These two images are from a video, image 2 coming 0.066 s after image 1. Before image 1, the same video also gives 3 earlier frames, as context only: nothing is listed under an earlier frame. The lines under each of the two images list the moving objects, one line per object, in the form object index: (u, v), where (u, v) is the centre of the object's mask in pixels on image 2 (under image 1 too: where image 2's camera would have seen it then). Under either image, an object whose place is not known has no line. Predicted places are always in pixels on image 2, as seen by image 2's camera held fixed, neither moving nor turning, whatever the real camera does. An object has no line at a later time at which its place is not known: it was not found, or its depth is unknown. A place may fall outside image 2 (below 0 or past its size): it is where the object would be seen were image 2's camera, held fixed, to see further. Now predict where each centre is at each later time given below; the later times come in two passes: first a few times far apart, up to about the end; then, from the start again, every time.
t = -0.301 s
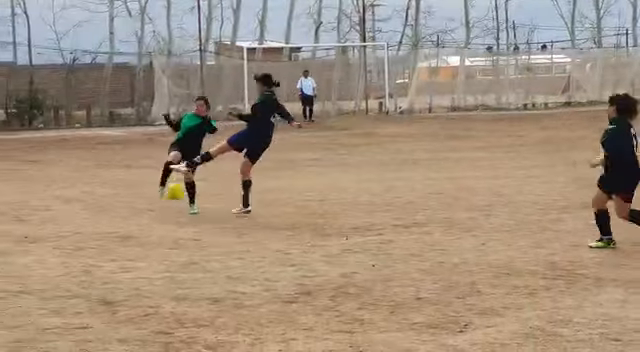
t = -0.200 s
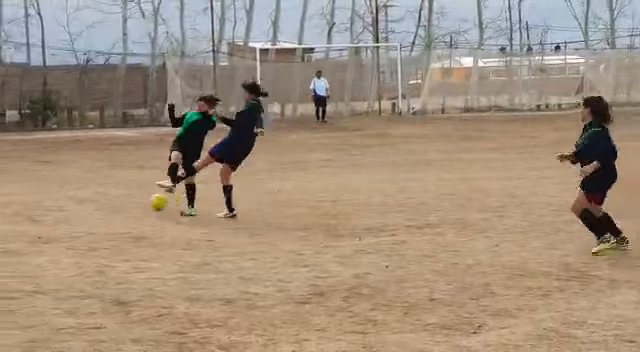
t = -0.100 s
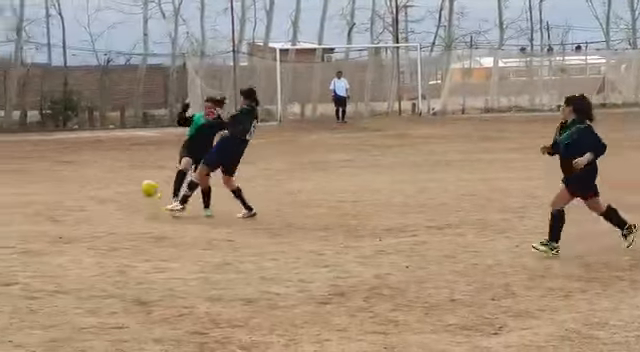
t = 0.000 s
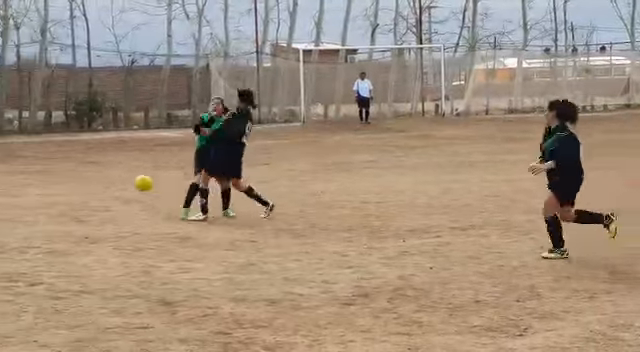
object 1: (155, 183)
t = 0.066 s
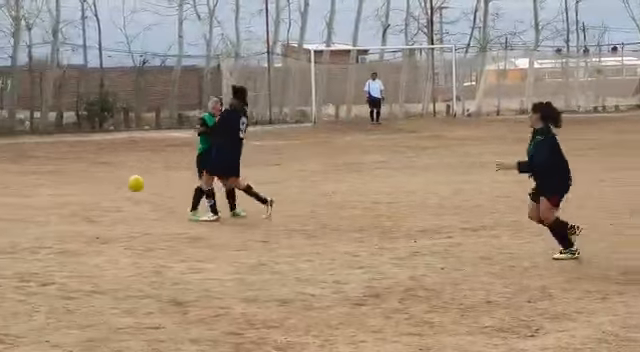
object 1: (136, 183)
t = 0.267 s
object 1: (81, 205)
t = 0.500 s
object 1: (20, 194)
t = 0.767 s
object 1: (-45, 197)
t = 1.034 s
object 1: (-106, 199)
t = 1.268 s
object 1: (-156, 199)
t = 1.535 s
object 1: (-208, 197)
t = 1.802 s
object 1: (-254, 194)
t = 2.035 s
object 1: (-295, 193)
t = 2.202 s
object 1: (-319, 191)
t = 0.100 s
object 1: (126, 184)
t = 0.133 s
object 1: (117, 187)
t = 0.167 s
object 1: (108, 190)
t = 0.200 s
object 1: (99, 194)
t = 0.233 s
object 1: (90, 199)
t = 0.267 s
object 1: (81, 205)
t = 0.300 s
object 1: (72, 202)
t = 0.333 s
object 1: (63, 198)
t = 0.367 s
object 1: (54, 196)
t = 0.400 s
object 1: (45, 194)
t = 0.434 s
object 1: (37, 193)
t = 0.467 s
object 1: (28, 193)
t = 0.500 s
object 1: (20, 194)
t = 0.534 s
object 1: (11, 195)
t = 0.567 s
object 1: (3, 198)
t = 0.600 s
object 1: (-4, 201)
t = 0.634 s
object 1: (-13, 202)
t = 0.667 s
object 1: (-21, 200)
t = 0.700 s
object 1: (-29, 198)
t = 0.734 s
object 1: (-38, 197)
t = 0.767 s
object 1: (-45, 197)
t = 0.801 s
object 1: (-53, 199)
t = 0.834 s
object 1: (-61, 200)
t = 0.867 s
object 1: (-68, 202)
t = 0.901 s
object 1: (-77, 200)
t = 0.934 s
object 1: (-84, 198)
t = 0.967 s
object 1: (-91, 198)
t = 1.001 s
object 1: (-99, 198)
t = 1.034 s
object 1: (-106, 199)
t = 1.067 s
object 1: (-114, 201)
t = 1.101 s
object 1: (-121, 200)
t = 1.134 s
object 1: (-128, 200)
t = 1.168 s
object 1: (-134, 200)
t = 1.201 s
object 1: (-142, 200)
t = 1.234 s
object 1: (-149, 199)
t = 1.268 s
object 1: (-156, 199)
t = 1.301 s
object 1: (-163, 199)
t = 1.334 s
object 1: (-169, 198)
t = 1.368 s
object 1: (-176, 198)
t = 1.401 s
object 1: (-183, 198)
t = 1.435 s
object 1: (-190, 198)
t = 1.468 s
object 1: (-196, 198)
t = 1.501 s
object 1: (-202, 198)
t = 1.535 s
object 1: (-208, 197)
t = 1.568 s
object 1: (-215, 197)
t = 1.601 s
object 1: (-221, 197)
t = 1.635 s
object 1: (-227, 194)
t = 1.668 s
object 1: (-232, 194)
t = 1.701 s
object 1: (-238, 194)
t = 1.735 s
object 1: (-243, 194)
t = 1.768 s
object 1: (-248, 196)
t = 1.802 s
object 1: (-254, 194)
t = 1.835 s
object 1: (-258, 193)
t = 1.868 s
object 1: (-265, 193)
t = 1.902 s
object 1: (-272, 194)
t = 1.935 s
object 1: (-277, 193)
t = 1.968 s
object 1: (-283, 193)
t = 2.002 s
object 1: (-289, 193)
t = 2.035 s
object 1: (-295, 193)
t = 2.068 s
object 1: (-300, 193)
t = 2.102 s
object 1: (-305, 193)
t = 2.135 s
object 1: (-310, 192)
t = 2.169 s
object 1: (-314, 192)
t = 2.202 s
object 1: (-319, 191)
